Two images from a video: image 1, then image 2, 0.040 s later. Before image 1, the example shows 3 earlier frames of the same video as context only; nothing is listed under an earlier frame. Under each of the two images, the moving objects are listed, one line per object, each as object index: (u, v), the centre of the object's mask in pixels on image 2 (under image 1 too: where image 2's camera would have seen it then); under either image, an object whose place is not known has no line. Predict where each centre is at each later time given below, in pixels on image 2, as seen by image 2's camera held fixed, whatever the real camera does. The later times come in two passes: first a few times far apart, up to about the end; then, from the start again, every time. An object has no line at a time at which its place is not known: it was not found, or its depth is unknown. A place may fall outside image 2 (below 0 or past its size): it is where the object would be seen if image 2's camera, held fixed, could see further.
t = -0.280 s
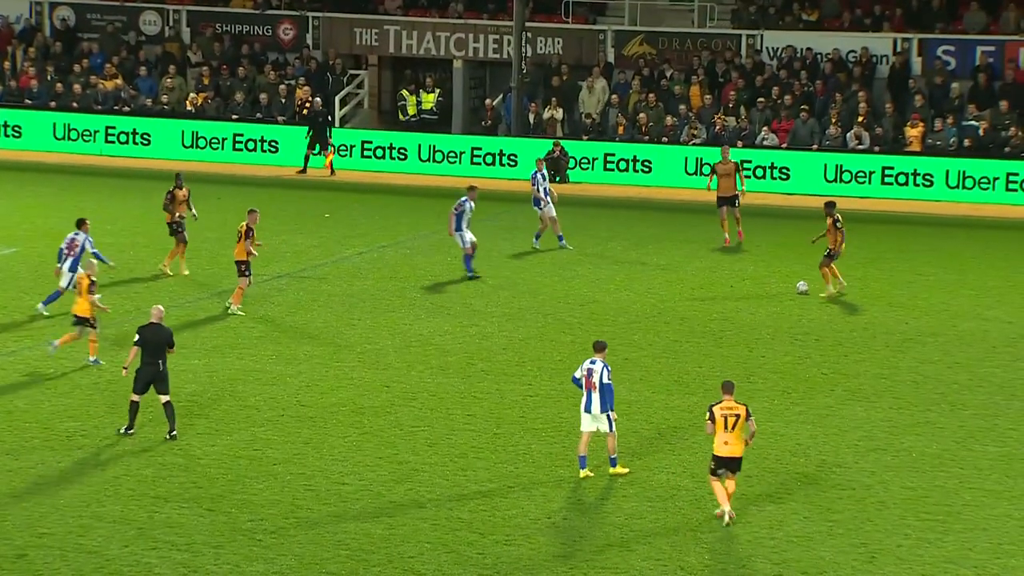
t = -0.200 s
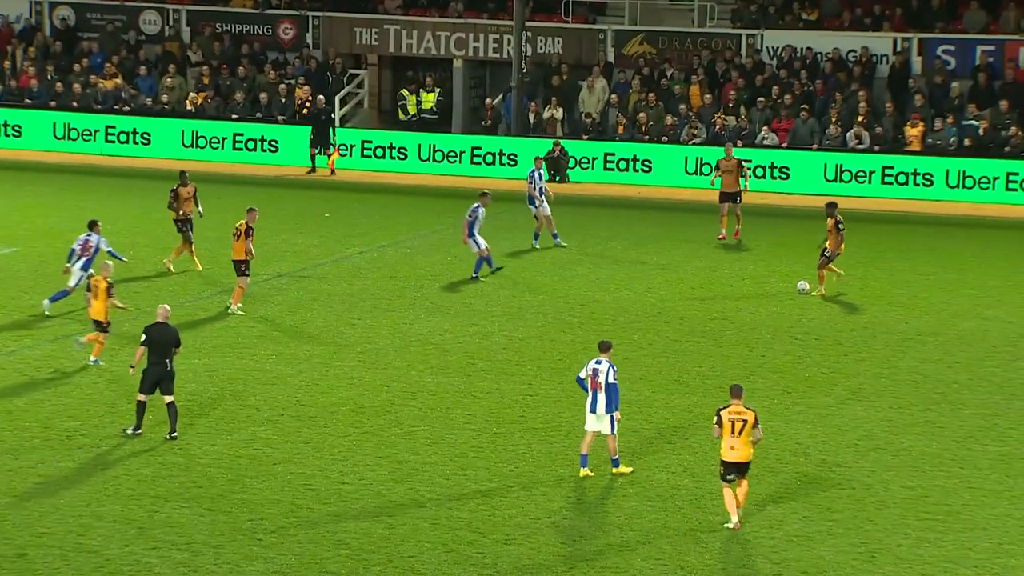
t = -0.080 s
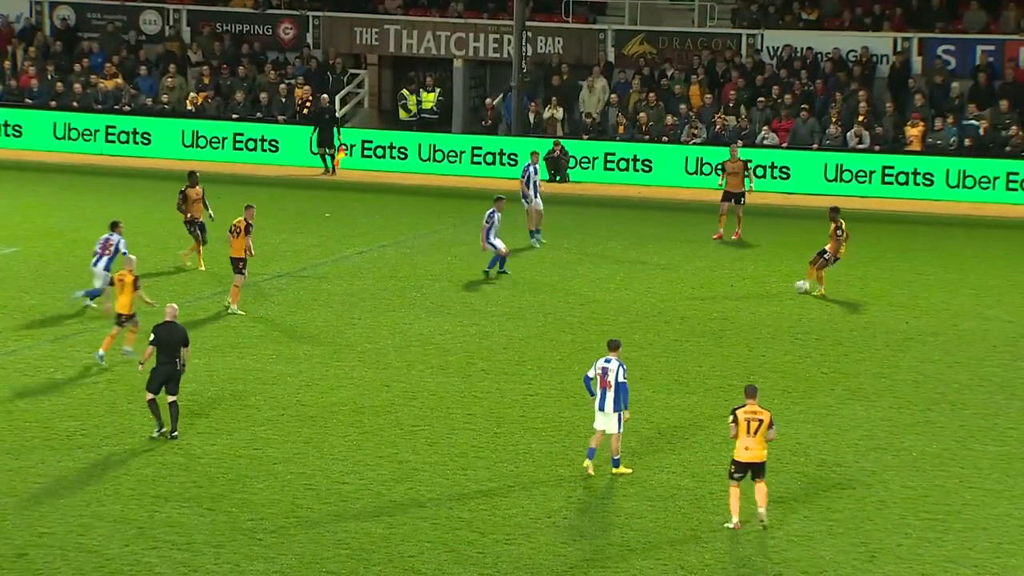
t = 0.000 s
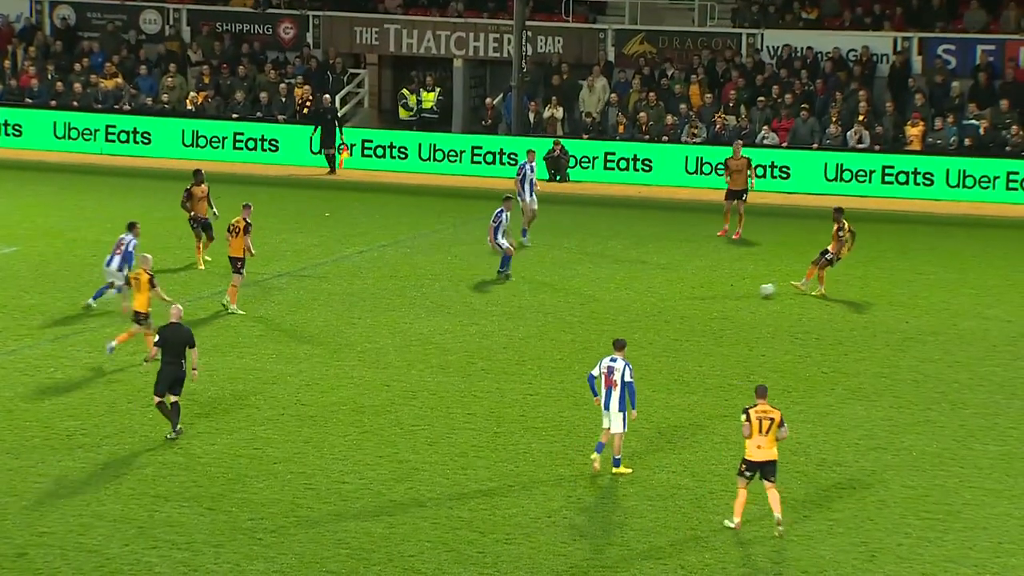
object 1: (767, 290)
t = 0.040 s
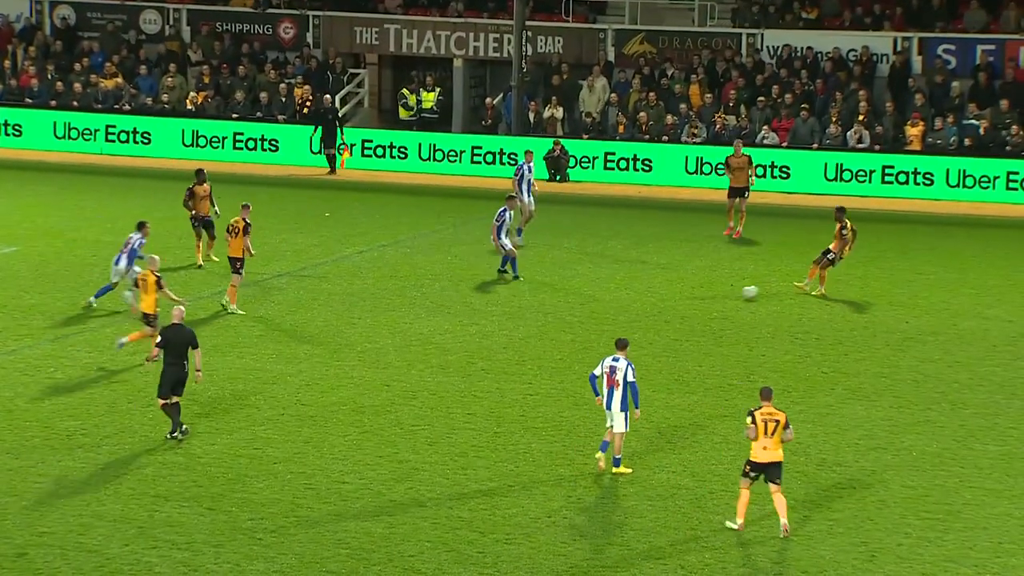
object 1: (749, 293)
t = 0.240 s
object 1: (667, 304)
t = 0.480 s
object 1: (577, 319)
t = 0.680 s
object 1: (508, 332)
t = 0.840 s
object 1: (458, 341)
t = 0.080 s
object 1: (733, 296)
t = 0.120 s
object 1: (716, 300)
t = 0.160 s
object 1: (699, 301)
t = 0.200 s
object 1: (683, 302)
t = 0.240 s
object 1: (667, 304)
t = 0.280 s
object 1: (651, 307)
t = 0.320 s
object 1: (636, 311)
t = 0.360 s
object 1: (620, 315)
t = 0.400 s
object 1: (606, 316)
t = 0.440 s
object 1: (591, 317)
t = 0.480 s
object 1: (577, 319)
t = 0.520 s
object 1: (562, 322)
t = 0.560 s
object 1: (548, 326)
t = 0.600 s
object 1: (534, 329)
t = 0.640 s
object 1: (521, 330)
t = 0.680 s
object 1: (508, 332)
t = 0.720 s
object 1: (494, 335)
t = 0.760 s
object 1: (481, 338)
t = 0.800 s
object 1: (470, 340)
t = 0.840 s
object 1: (458, 341)
